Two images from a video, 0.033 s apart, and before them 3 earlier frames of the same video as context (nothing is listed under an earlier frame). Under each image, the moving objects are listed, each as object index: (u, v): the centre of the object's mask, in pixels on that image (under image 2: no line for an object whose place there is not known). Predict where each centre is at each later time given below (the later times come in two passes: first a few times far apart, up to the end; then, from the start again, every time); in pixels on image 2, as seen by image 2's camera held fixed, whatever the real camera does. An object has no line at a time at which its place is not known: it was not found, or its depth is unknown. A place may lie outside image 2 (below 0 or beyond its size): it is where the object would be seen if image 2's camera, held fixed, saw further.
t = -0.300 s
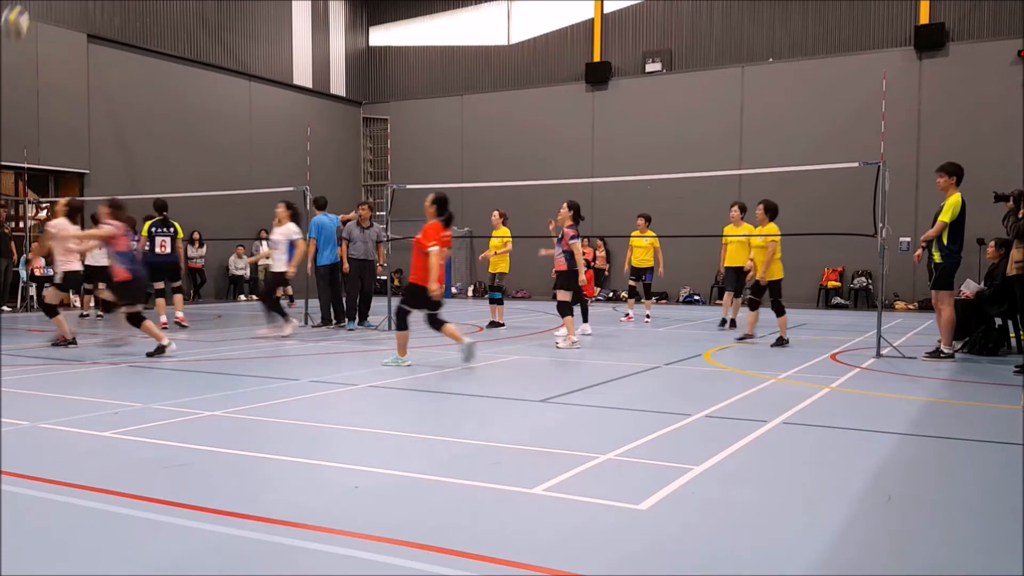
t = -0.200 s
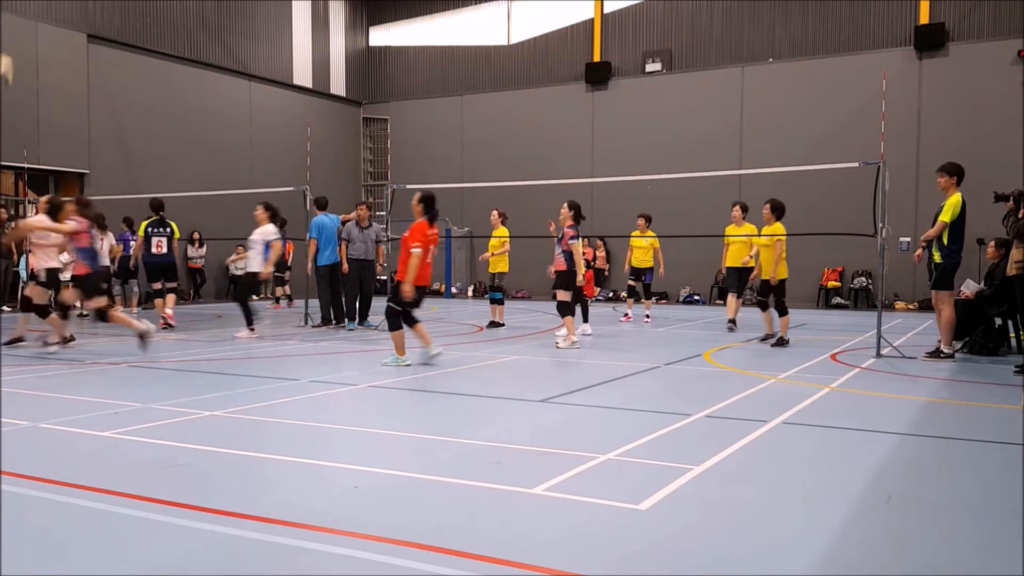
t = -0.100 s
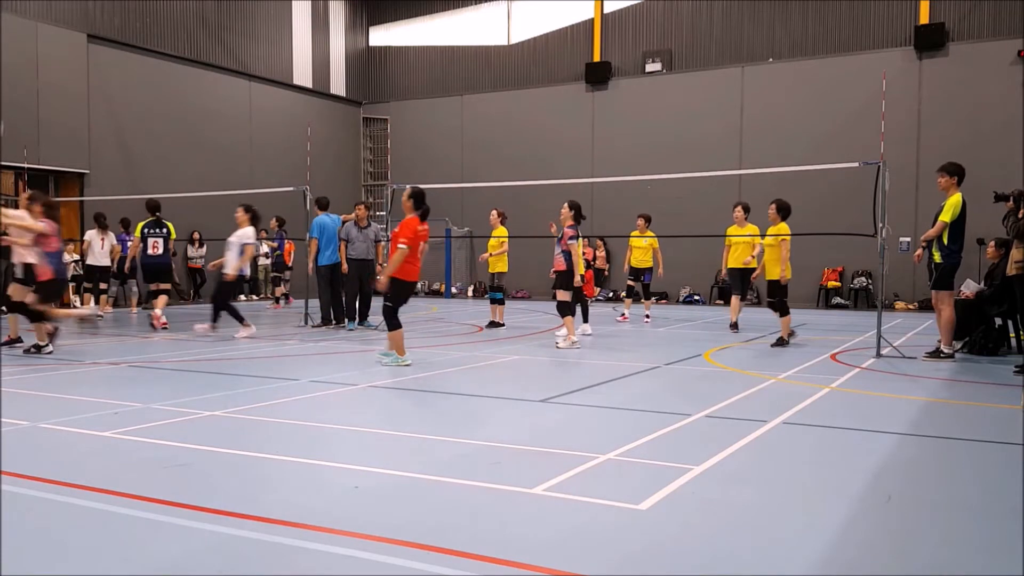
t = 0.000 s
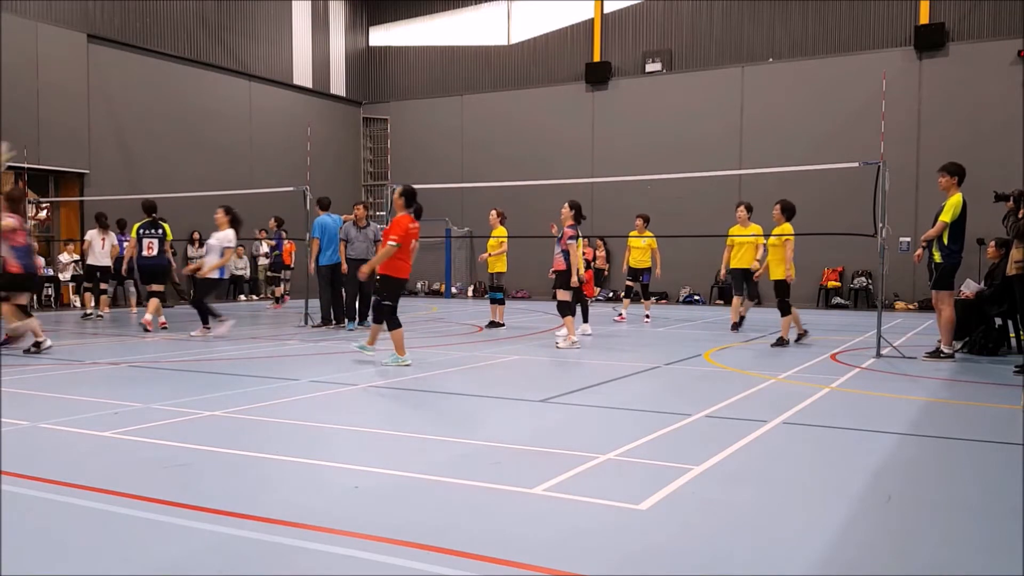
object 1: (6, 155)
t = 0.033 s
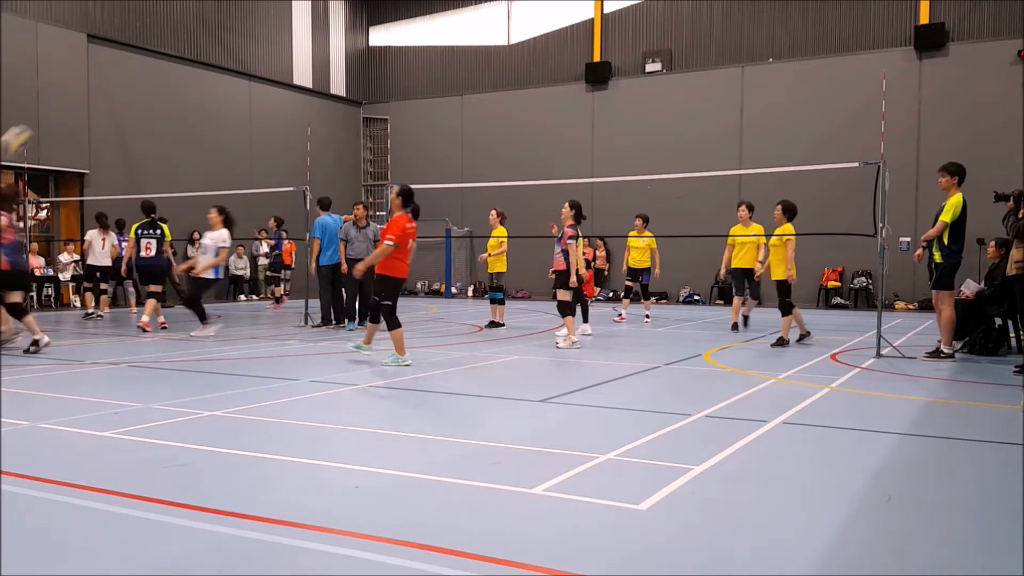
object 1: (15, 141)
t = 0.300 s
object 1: (145, 51)
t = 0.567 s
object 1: (258, 40)
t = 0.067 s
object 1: (30, 125)
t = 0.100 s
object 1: (47, 107)
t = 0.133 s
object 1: (66, 95)
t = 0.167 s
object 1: (82, 84)
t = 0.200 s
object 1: (99, 74)
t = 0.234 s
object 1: (114, 66)
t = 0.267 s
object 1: (129, 59)
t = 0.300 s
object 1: (145, 51)
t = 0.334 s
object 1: (159, 47)
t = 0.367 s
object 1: (174, 42)
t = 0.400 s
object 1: (189, 39)
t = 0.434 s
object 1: (204, 37)
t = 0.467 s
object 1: (218, 36)
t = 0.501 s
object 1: (232, 37)
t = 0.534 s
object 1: (244, 38)
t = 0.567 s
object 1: (258, 40)
